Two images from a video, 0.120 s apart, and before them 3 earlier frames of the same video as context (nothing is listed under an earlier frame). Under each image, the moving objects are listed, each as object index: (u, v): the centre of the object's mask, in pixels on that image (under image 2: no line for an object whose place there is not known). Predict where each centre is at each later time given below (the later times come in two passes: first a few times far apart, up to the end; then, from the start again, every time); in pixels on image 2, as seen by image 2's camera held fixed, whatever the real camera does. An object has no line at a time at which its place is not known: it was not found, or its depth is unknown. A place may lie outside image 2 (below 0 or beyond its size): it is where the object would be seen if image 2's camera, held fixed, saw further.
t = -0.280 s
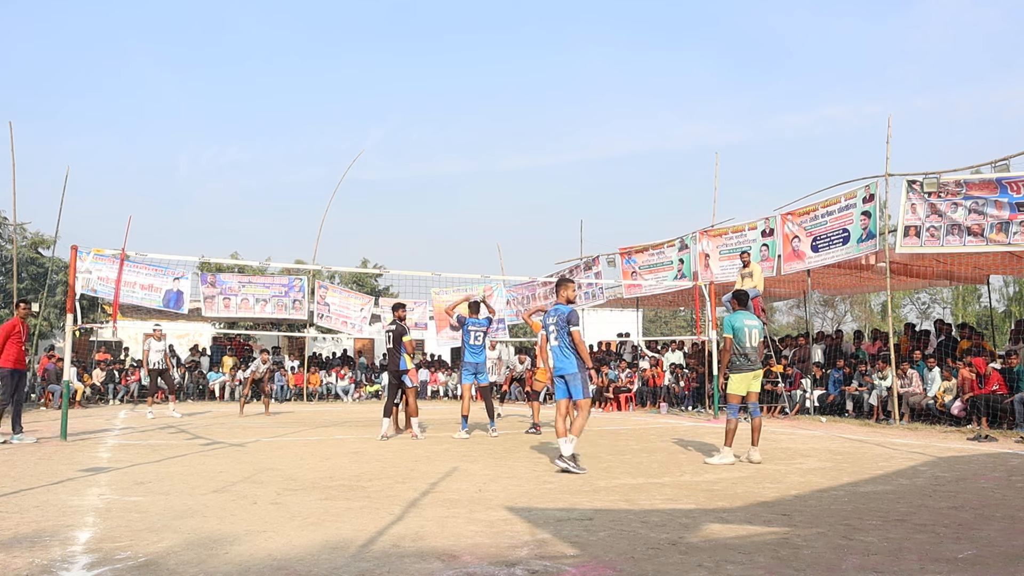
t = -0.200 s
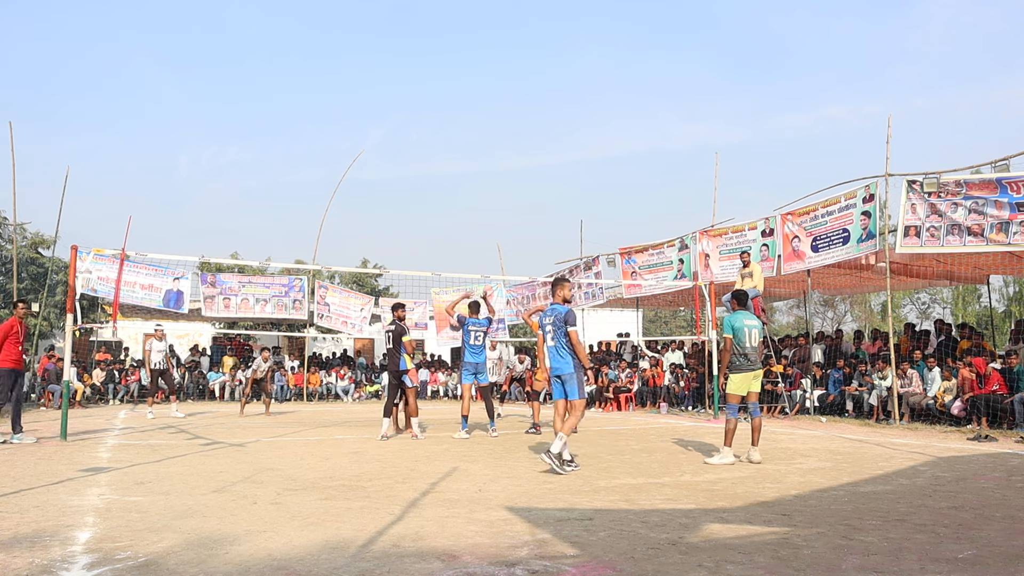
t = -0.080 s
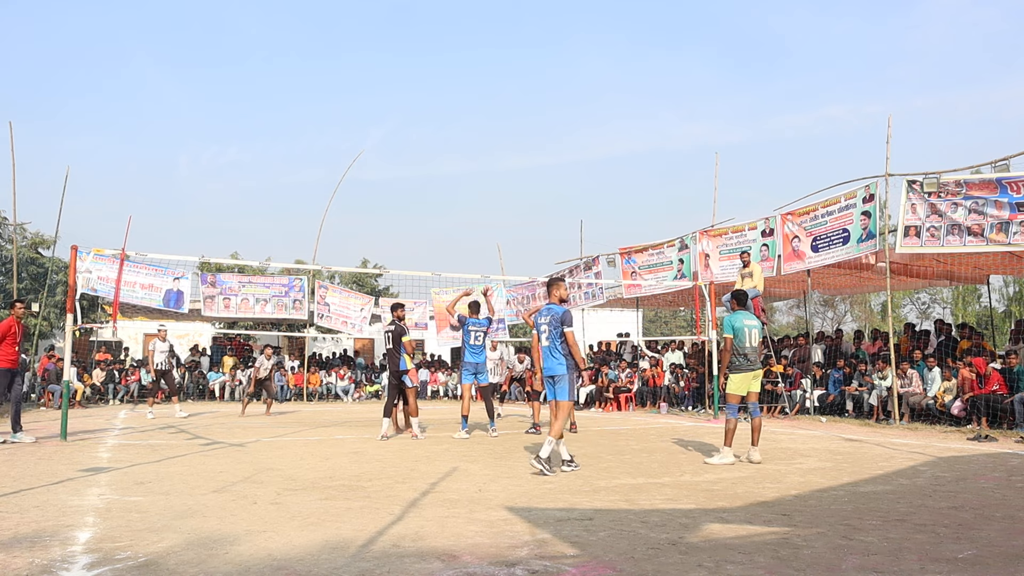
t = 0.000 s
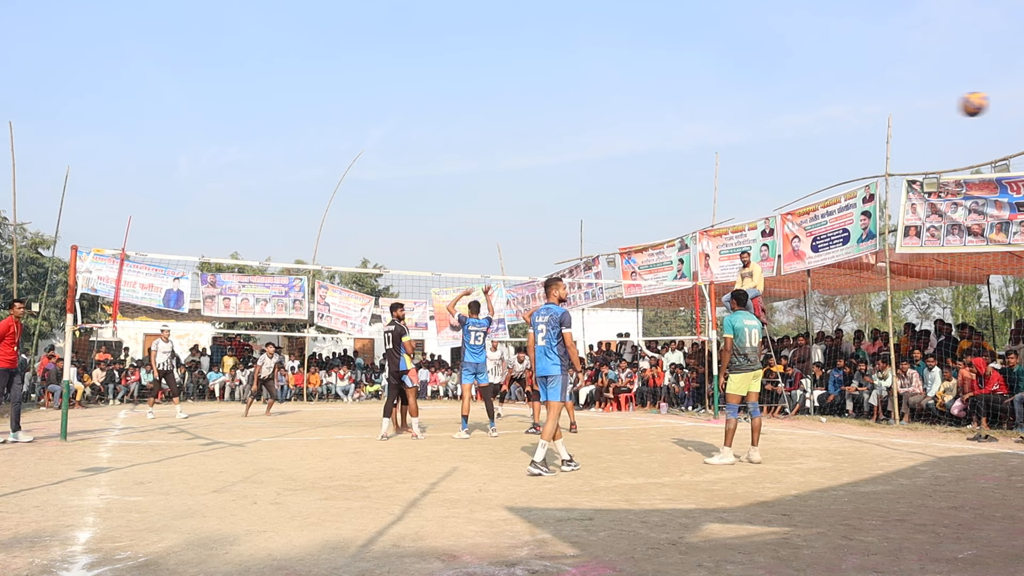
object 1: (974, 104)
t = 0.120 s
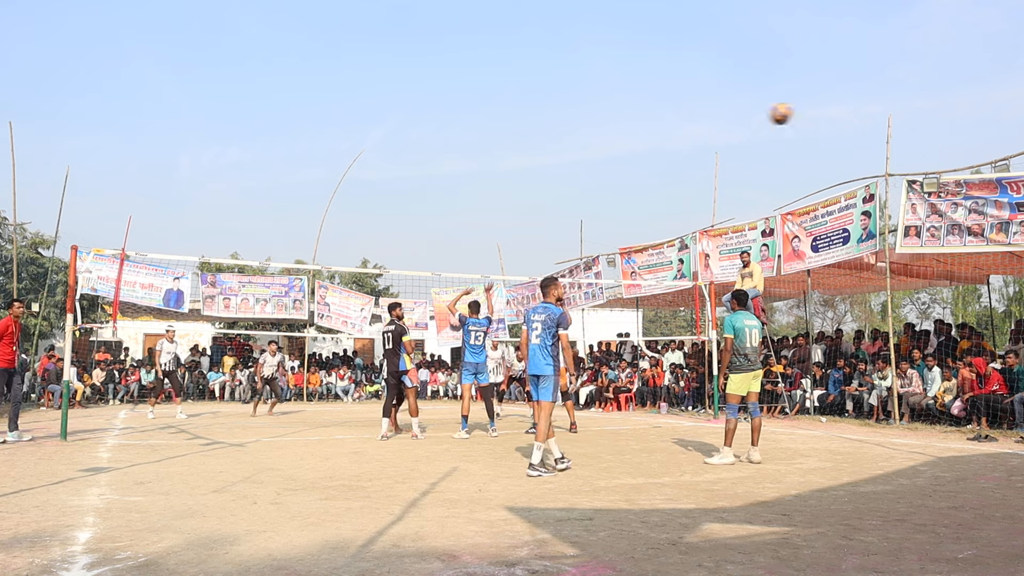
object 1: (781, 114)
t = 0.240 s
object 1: (644, 129)
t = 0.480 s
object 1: (467, 179)
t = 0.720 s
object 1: (357, 247)
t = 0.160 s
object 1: (730, 118)
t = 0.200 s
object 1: (685, 124)
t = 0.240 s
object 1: (644, 129)
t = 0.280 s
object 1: (607, 136)
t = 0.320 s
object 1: (573, 144)
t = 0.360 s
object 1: (543, 152)
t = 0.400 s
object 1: (516, 160)
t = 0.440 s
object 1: (490, 169)
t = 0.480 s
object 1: (467, 179)
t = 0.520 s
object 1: (446, 189)
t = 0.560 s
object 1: (426, 200)
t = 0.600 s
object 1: (407, 212)
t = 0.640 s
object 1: (389, 223)
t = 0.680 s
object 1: (373, 235)
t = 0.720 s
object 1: (357, 247)
